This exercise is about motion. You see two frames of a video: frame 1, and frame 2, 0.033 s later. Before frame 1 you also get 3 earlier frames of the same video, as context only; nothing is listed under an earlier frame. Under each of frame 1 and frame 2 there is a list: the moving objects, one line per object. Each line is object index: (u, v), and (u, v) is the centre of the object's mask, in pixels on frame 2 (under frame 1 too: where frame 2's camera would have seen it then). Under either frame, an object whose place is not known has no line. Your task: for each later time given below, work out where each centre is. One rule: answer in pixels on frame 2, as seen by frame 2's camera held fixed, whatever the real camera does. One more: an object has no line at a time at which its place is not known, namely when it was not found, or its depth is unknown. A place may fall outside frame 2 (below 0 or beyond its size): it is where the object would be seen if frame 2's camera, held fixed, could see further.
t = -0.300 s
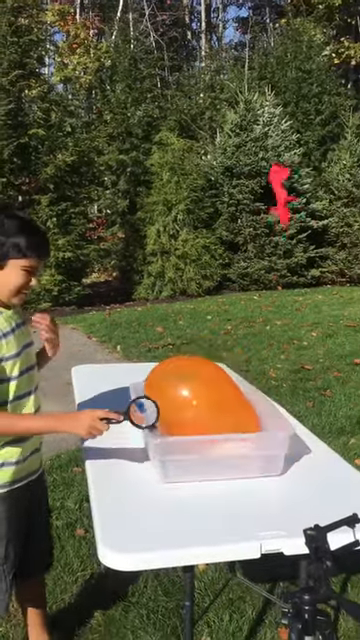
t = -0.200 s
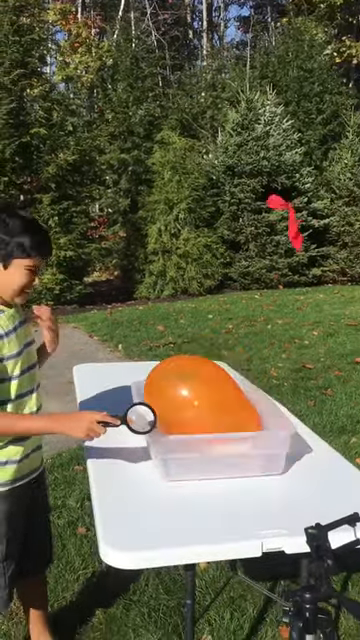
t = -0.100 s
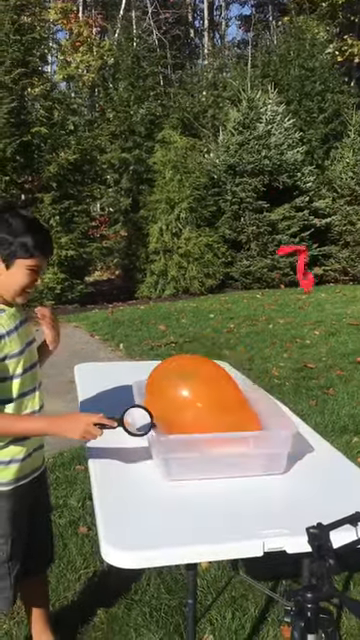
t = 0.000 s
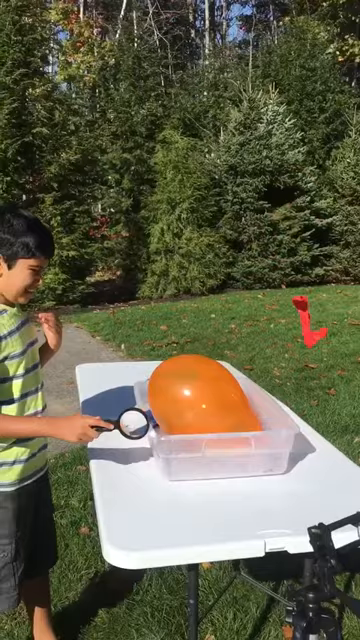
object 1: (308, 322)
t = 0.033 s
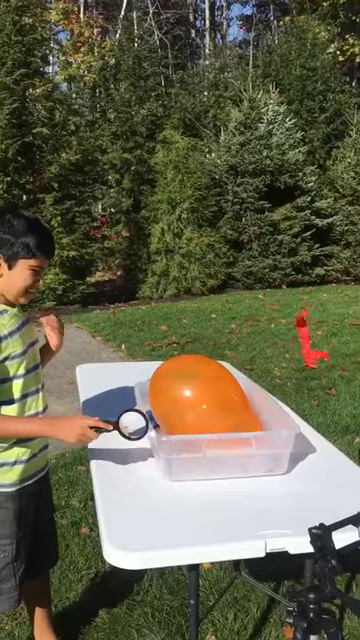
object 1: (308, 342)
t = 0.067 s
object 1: (307, 362)
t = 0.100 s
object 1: (307, 382)
